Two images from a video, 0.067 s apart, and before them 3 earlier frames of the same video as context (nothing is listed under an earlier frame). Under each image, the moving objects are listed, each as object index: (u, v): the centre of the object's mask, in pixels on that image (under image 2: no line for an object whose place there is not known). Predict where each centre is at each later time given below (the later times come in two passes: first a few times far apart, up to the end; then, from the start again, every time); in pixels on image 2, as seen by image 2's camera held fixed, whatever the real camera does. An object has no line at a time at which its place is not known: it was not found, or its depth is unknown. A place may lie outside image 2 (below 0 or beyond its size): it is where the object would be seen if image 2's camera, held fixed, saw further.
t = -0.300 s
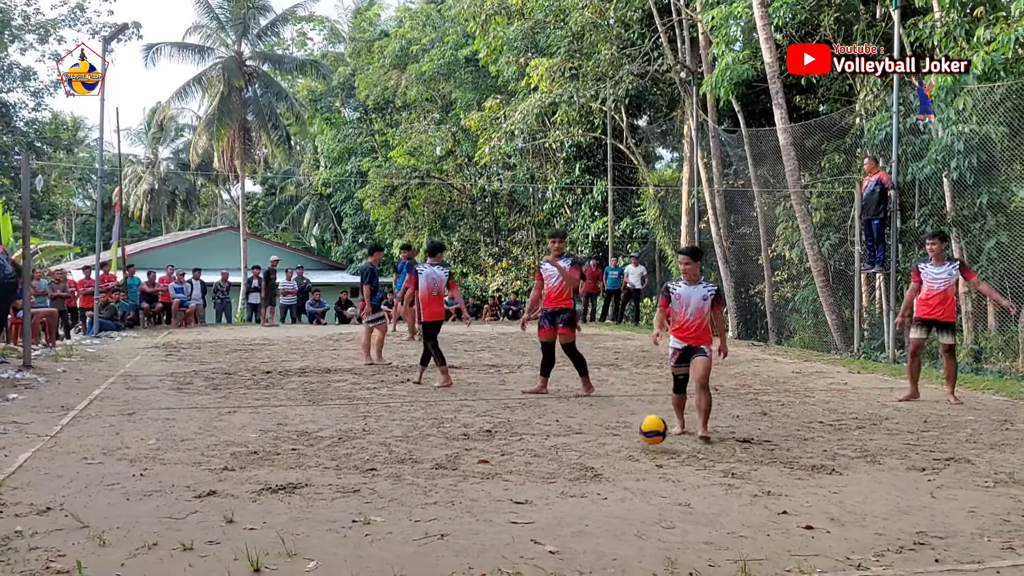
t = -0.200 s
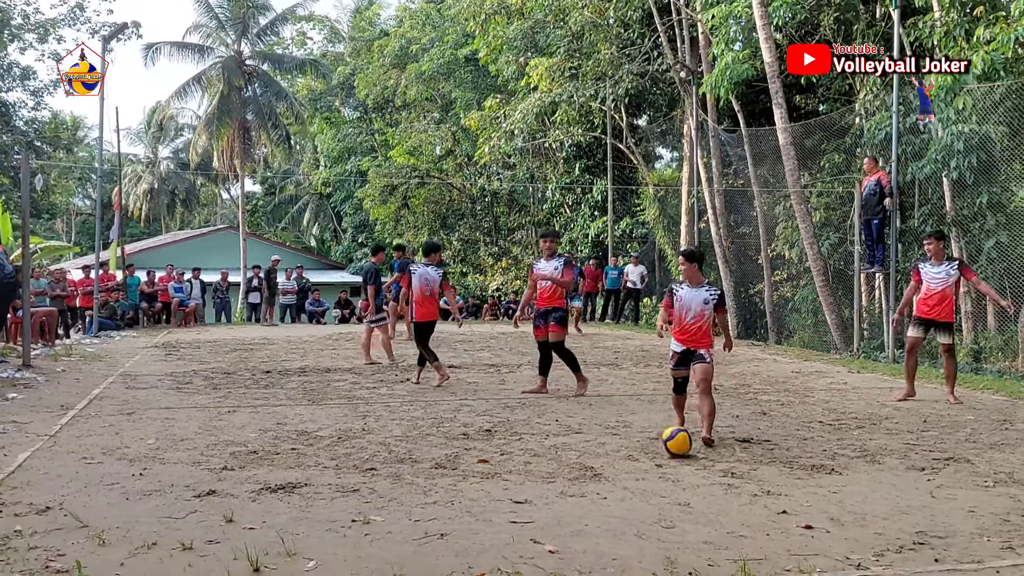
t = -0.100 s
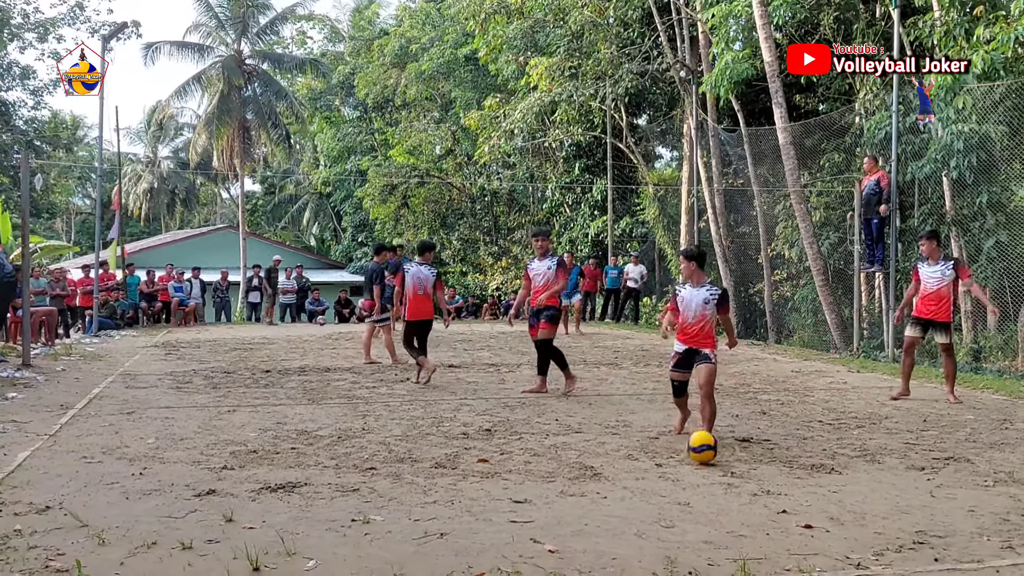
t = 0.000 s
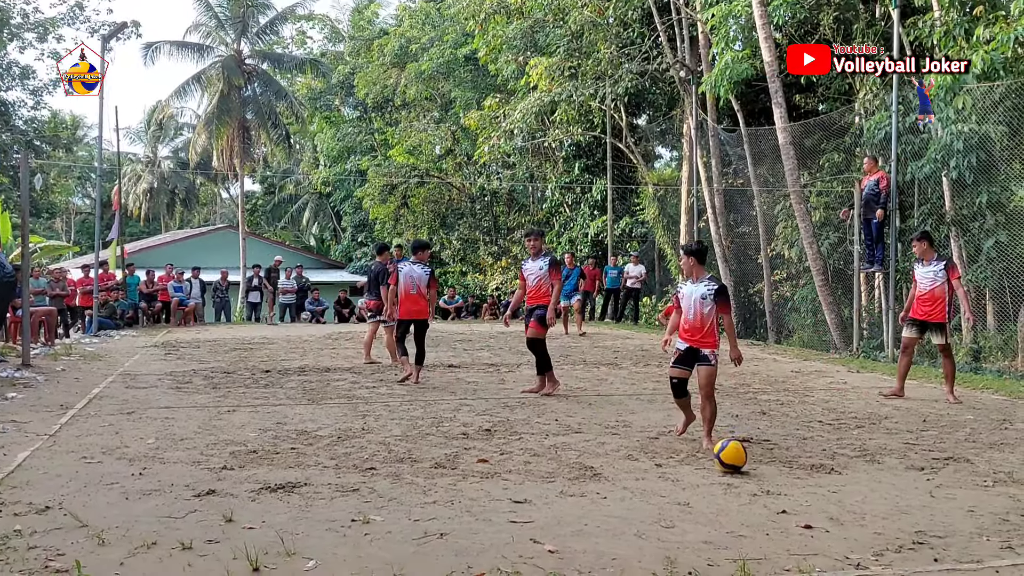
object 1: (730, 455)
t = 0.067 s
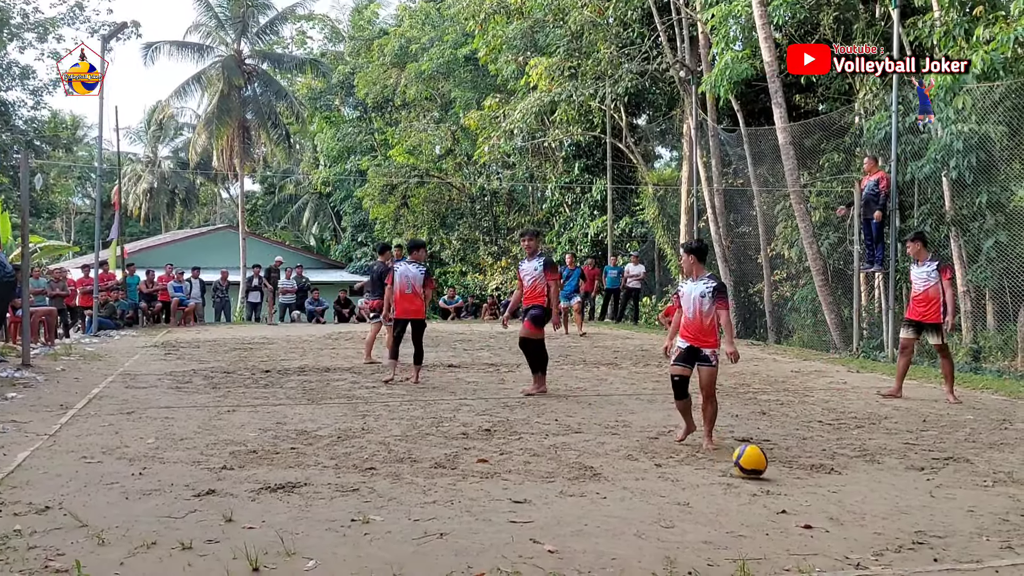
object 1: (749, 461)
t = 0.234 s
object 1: (806, 476)
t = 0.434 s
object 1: (884, 501)
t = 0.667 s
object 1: (994, 532)
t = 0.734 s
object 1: (1018, 534)
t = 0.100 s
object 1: (761, 463)
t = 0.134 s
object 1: (771, 466)
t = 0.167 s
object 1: (783, 470)
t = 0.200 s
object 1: (794, 473)
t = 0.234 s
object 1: (806, 476)
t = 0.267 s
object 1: (817, 480)
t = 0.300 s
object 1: (830, 484)
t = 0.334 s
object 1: (843, 489)
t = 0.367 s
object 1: (856, 492)
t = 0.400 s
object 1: (870, 496)
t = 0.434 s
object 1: (884, 501)
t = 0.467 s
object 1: (898, 505)
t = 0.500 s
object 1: (913, 511)
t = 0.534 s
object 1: (929, 516)
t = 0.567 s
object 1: (944, 520)
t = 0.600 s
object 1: (960, 523)
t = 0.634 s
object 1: (977, 528)
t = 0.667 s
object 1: (994, 532)
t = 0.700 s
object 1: (1009, 532)
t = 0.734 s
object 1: (1018, 534)
